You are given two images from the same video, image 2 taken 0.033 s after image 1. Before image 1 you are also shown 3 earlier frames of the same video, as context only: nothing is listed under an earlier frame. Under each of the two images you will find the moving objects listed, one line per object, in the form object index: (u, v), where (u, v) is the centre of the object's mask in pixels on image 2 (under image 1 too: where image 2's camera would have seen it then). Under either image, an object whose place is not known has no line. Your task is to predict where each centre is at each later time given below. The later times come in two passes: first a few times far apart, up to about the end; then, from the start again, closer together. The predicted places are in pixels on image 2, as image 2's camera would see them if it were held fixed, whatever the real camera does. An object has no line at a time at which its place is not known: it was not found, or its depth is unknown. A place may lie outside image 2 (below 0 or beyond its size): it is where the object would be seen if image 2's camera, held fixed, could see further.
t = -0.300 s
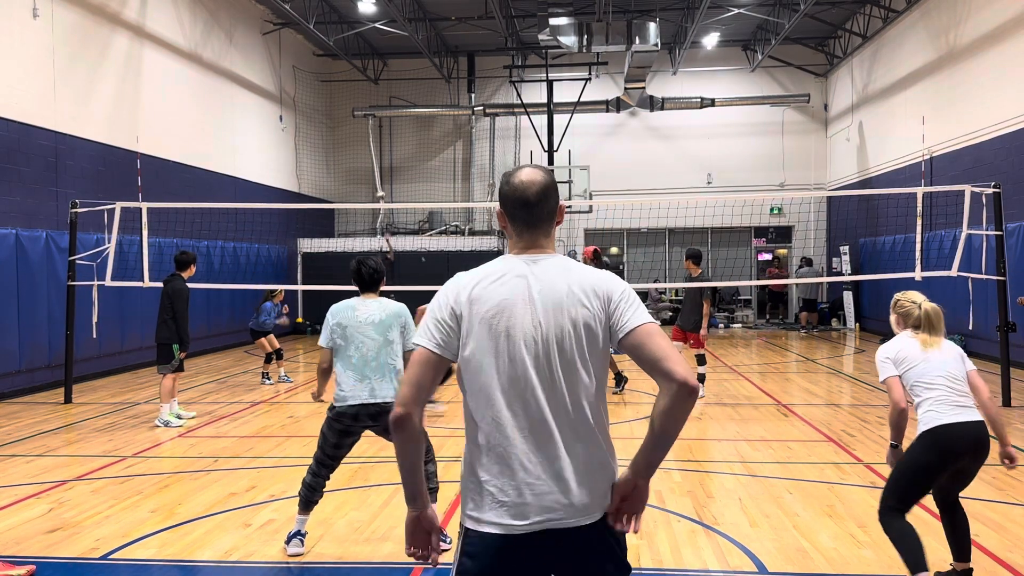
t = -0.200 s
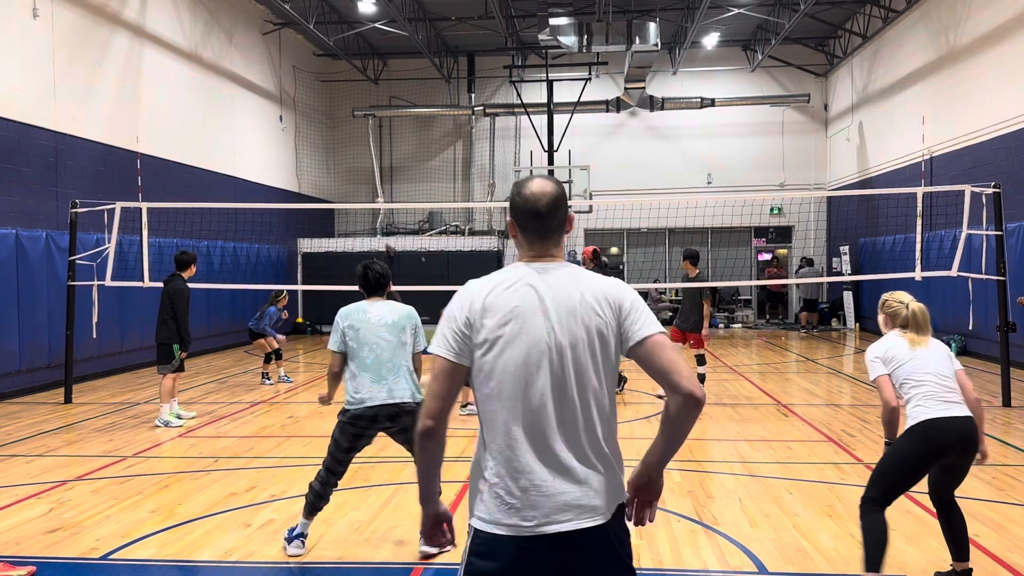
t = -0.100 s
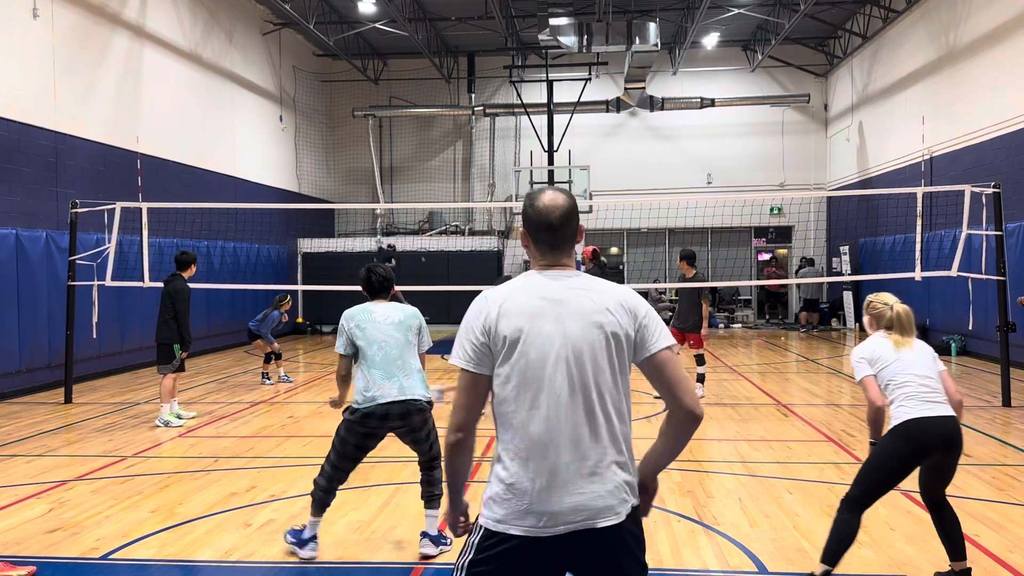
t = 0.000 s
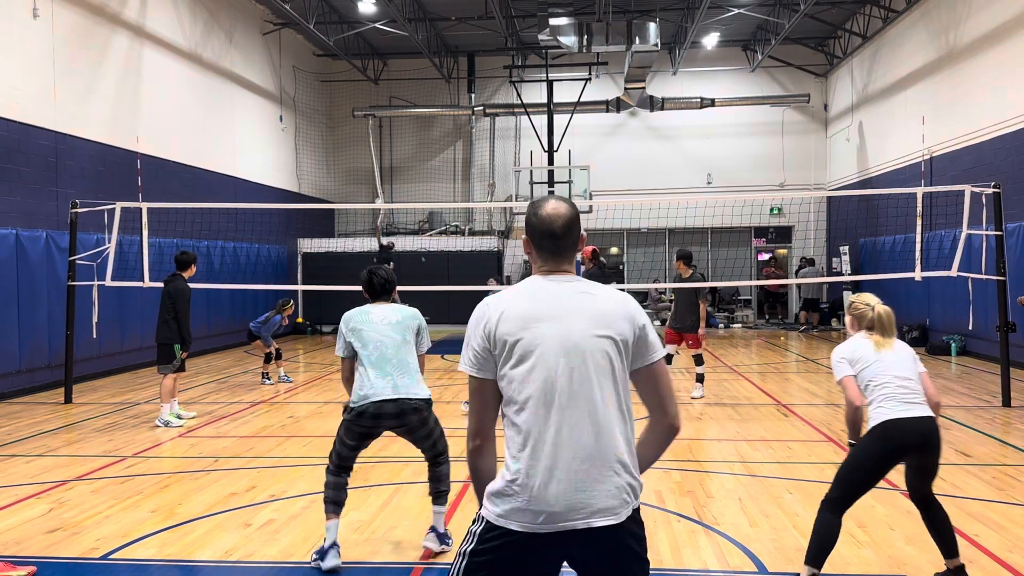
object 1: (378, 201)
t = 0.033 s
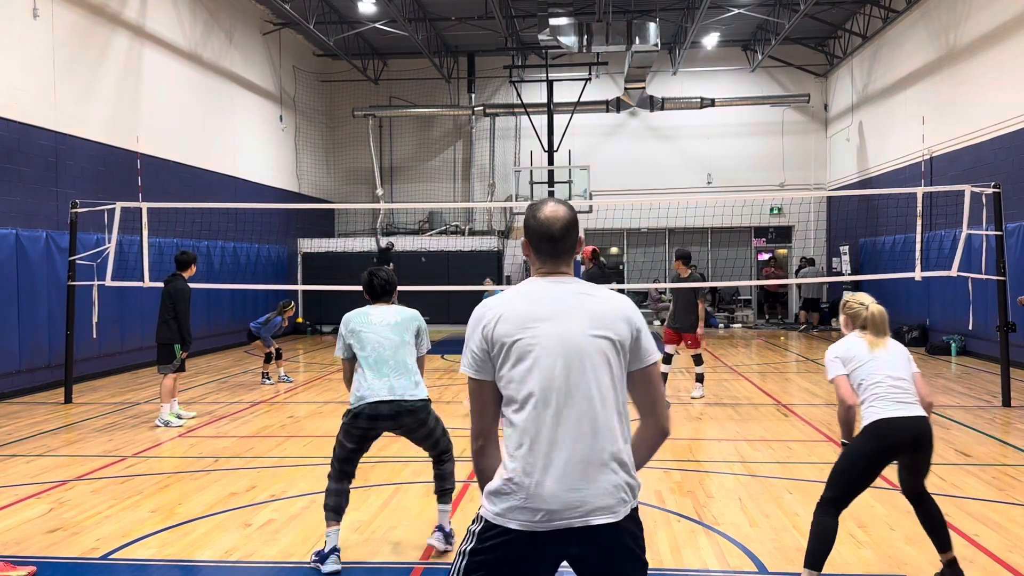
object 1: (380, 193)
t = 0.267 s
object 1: (396, 136)
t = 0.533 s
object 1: (448, 97)
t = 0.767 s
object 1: (557, 119)
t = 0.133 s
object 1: (384, 167)
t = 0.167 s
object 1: (387, 158)
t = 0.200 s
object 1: (389, 150)
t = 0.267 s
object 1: (396, 136)
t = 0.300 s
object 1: (400, 129)
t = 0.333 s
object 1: (405, 123)
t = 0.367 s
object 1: (411, 116)
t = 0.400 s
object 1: (415, 111)
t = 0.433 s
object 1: (423, 105)
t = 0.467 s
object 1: (430, 102)
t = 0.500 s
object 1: (439, 99)
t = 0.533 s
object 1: (448, 97)
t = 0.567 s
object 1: (459, 96)
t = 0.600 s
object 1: (470, 96)
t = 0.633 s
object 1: (483, 97)
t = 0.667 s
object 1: (498, 100)
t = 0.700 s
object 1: (515, 103)
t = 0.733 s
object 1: (534, 111)
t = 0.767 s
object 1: (557, 119)
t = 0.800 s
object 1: (581, 135)
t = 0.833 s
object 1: (612, 147)
